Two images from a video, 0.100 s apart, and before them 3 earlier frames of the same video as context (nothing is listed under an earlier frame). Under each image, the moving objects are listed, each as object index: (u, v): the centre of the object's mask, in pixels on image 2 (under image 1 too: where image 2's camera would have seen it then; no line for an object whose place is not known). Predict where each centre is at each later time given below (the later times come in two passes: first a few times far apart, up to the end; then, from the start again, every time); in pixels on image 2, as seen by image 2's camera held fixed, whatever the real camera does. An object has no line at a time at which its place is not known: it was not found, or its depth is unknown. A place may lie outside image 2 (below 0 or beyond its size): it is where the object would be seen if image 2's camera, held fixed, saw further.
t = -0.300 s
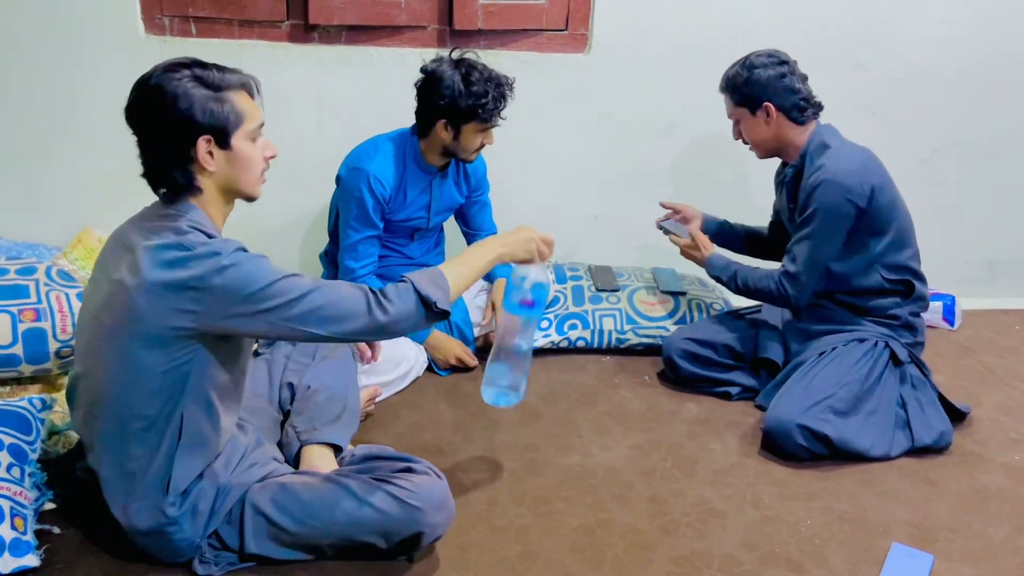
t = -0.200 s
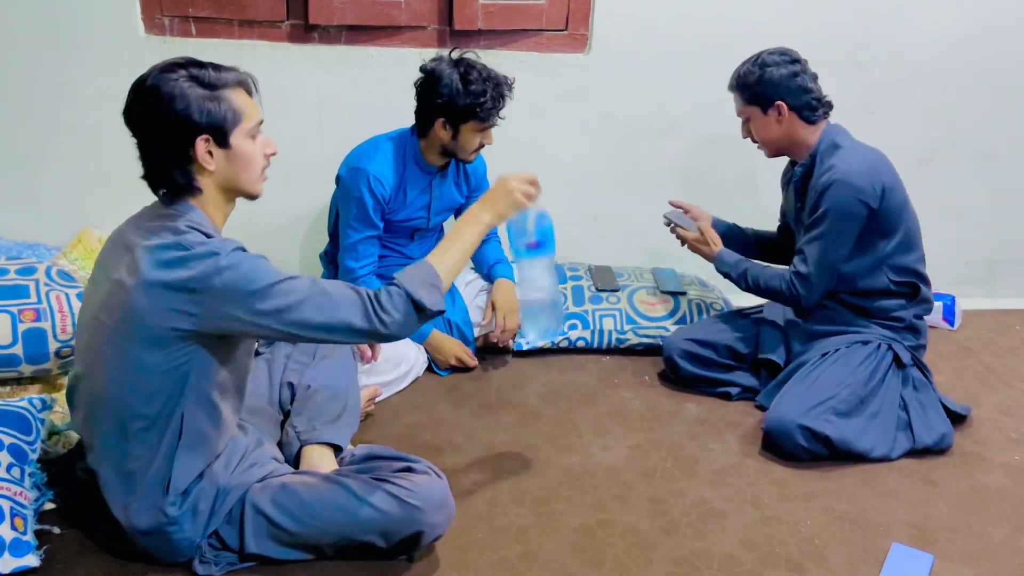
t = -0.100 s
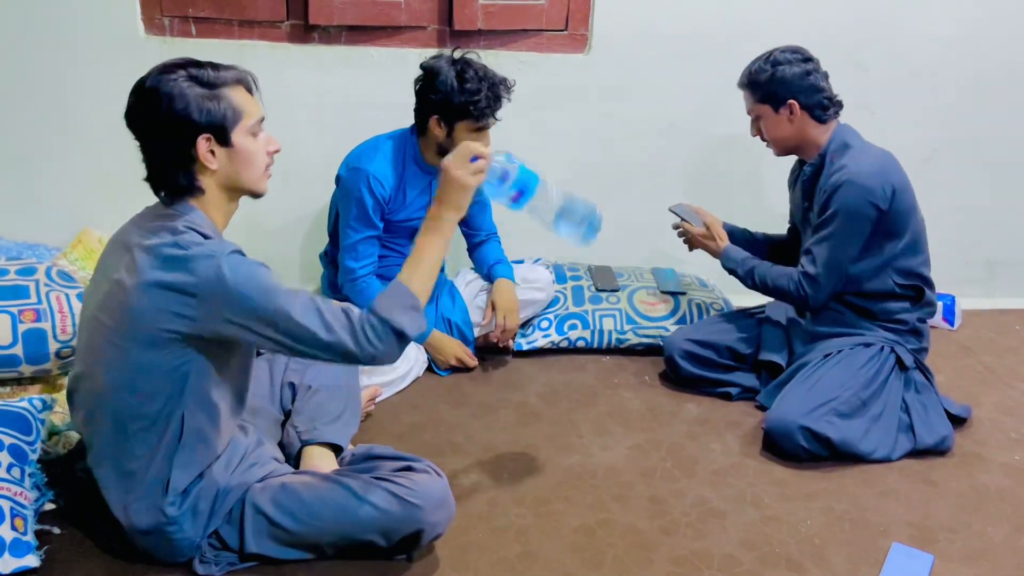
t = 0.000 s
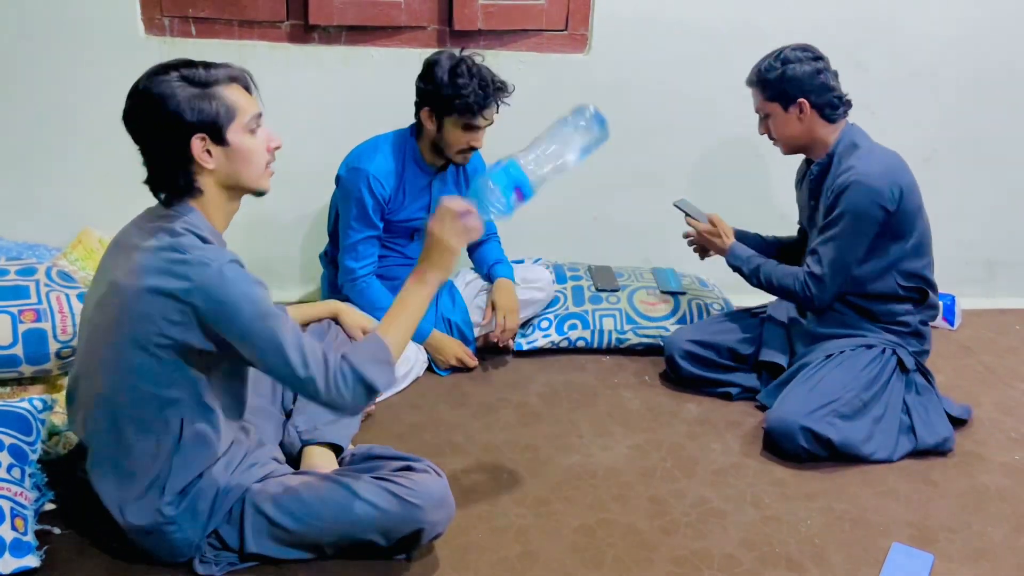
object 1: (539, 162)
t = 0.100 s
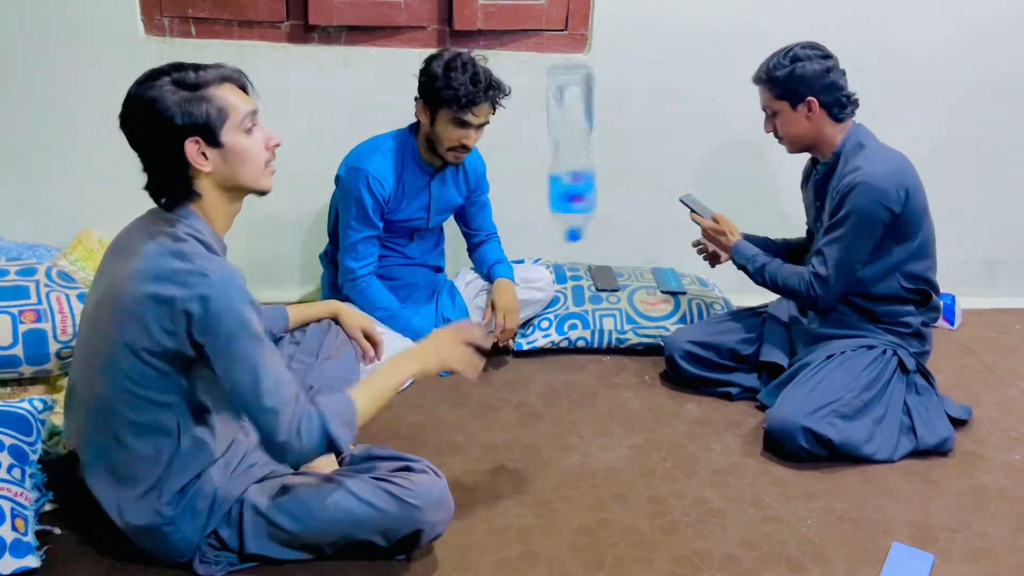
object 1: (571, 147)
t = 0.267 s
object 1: (578, 155)
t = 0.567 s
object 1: (538, 438)
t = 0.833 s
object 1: (565, 472)
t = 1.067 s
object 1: (562, 469)
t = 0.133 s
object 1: (580, 137)
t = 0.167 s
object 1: (584, 130)
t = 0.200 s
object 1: (585, 131)
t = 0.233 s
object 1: (582, 139)
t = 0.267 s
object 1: (578, 155)
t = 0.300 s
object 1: (569, 180)
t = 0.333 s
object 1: (564, 209)
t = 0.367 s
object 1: (553, 249)
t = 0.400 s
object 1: (544, 290)
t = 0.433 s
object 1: (536, 339)
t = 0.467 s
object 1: (528, 394)
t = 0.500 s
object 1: (524, 437)
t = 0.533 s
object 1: (531, 436)
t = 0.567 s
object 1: (538, 438)
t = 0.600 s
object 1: (546, 443)
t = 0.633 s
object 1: (553, 448)
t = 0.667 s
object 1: (558, 457)
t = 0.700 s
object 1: (563, 468)
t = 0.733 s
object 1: (564, 471)
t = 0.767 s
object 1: (565, 472)
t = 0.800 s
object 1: (565, 472)
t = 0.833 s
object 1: (565, 472)
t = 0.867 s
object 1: (564, 471)
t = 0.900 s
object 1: (563, 471)
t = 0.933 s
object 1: (562, 470)
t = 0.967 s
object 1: (562, 469)
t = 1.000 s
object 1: (562, 469)
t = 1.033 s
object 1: (562, 469)
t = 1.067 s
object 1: (562, 469)
